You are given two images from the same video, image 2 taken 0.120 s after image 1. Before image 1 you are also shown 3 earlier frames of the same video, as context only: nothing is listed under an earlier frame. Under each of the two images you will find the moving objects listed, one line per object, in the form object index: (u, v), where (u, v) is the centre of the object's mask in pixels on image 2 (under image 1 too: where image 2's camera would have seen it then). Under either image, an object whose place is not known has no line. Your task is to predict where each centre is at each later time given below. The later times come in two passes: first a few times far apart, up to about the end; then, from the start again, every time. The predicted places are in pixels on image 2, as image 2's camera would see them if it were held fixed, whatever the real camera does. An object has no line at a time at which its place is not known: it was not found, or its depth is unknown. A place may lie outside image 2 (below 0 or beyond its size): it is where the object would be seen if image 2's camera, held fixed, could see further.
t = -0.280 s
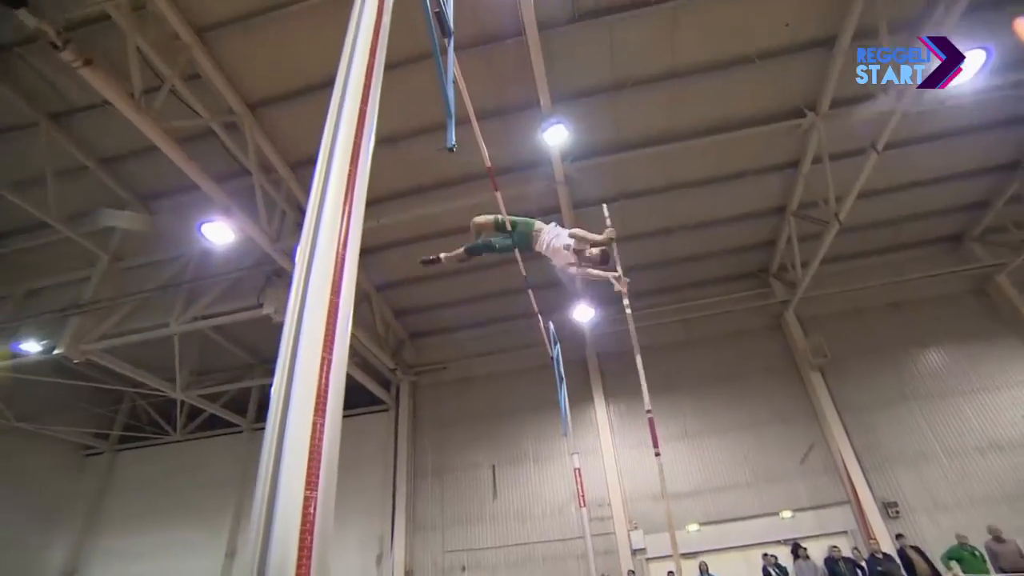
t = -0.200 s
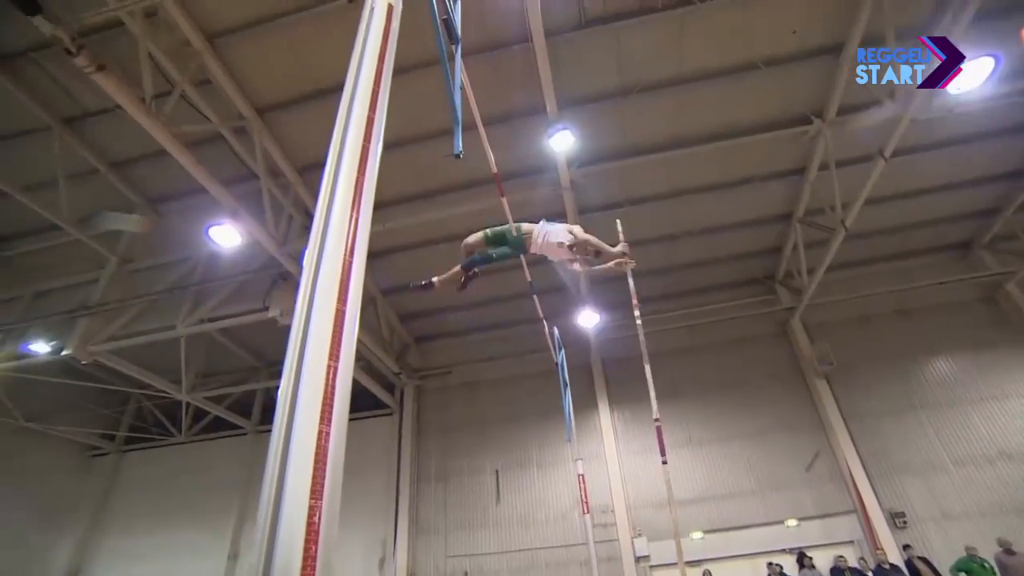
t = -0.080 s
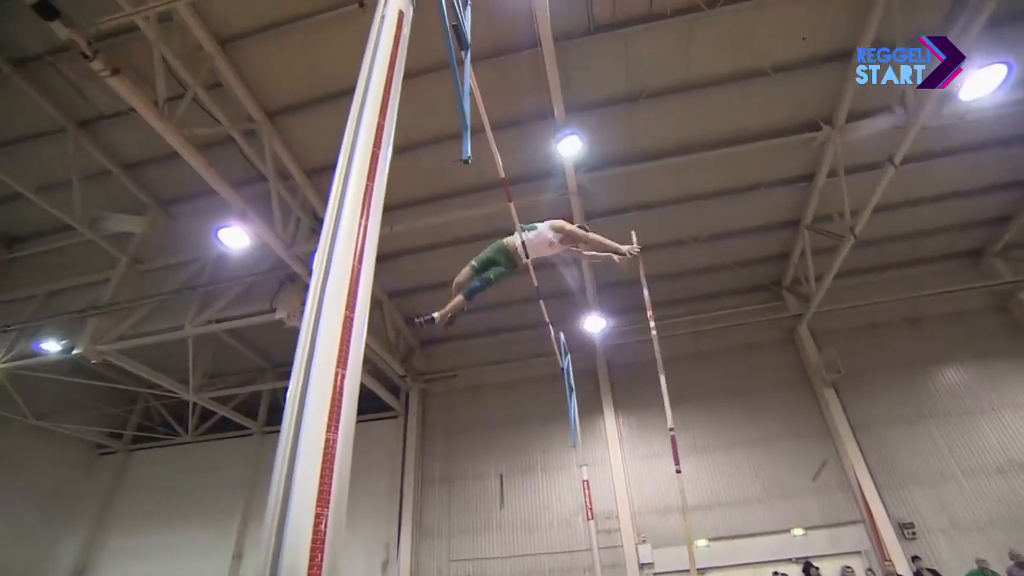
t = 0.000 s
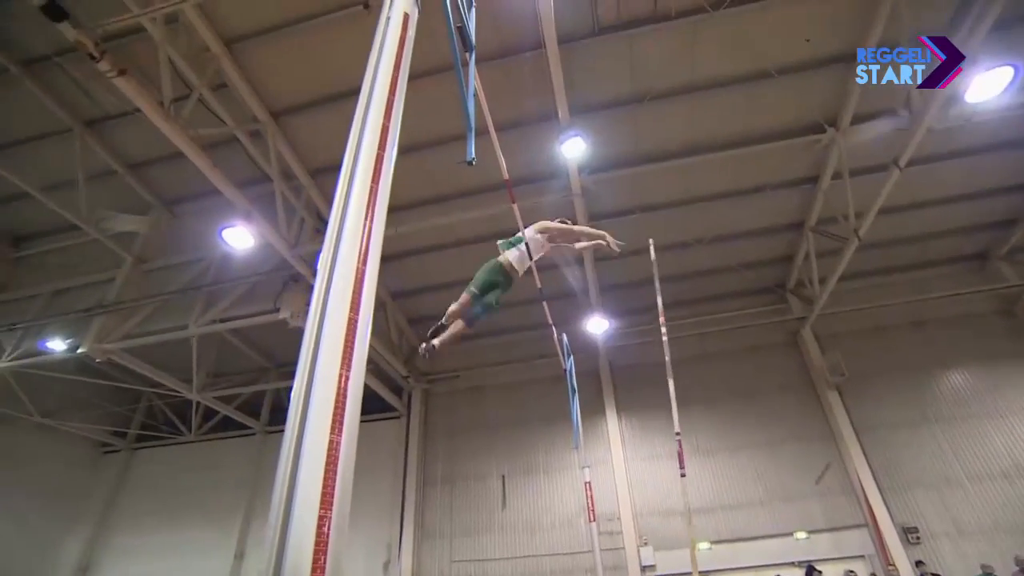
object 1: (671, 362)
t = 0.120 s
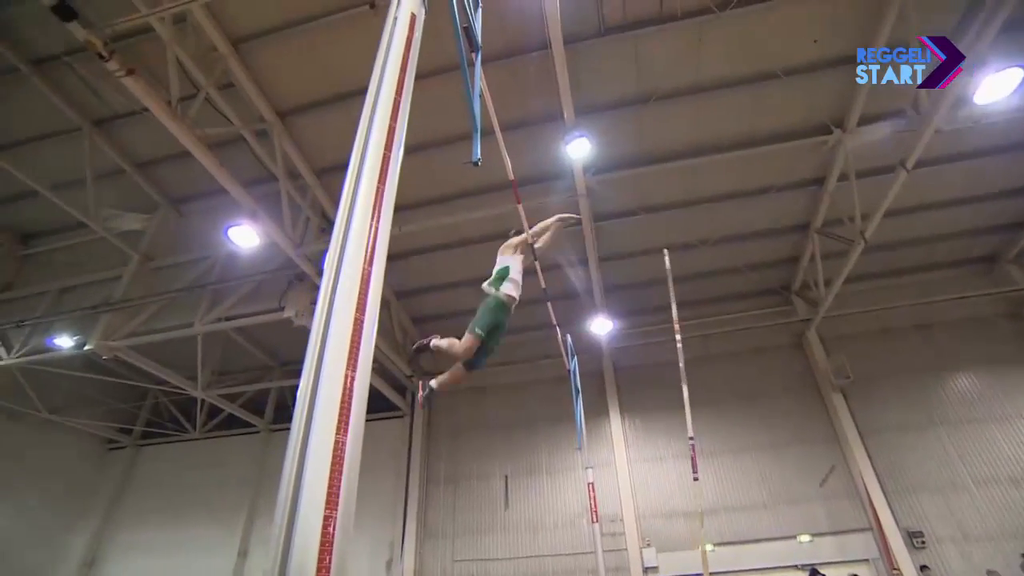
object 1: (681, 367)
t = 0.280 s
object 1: (698, 373)
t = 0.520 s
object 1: (729, 386)
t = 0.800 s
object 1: (782, 417)
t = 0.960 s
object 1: (824, 444)
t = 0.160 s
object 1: (686, 369)
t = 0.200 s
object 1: (689, 369)
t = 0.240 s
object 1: (693, 372)
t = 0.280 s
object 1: (698, 373)
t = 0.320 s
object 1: (702, 375)
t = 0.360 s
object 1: (707, 378)
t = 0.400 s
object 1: (712, 380)
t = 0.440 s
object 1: (718, 382)
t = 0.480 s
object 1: (723, 386)
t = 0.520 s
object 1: (729, 386)
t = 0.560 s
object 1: (736, 391)
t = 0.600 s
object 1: (743, 396)
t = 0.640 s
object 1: (750, 396)
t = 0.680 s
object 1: (757, 400)
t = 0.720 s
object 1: (765, 406)
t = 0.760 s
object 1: (774, 412)
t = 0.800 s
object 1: (782, 417)
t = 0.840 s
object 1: (792, 423)
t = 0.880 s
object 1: (802, 428)
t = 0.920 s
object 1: (813, 435)
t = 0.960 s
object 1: (824, 444)
